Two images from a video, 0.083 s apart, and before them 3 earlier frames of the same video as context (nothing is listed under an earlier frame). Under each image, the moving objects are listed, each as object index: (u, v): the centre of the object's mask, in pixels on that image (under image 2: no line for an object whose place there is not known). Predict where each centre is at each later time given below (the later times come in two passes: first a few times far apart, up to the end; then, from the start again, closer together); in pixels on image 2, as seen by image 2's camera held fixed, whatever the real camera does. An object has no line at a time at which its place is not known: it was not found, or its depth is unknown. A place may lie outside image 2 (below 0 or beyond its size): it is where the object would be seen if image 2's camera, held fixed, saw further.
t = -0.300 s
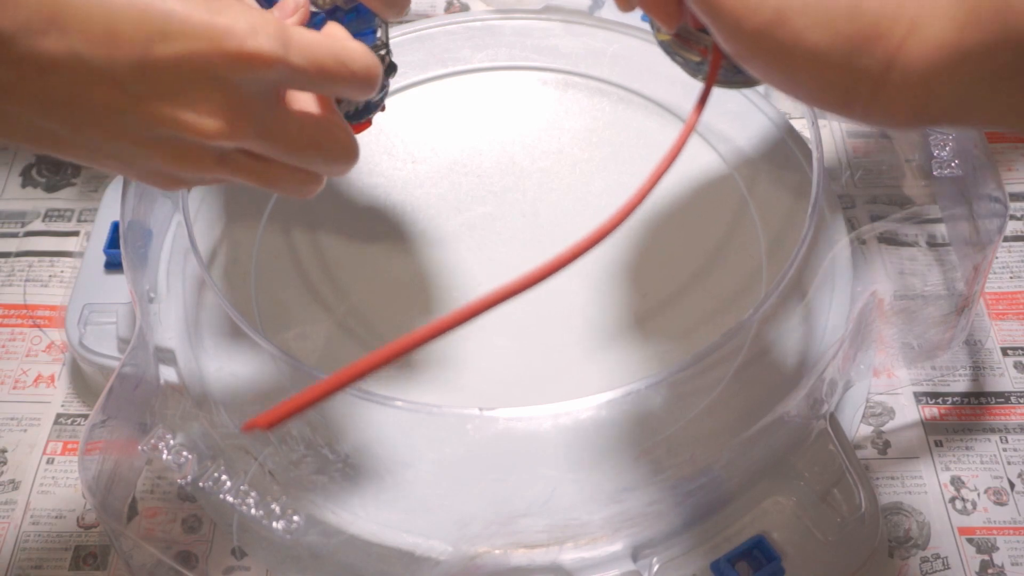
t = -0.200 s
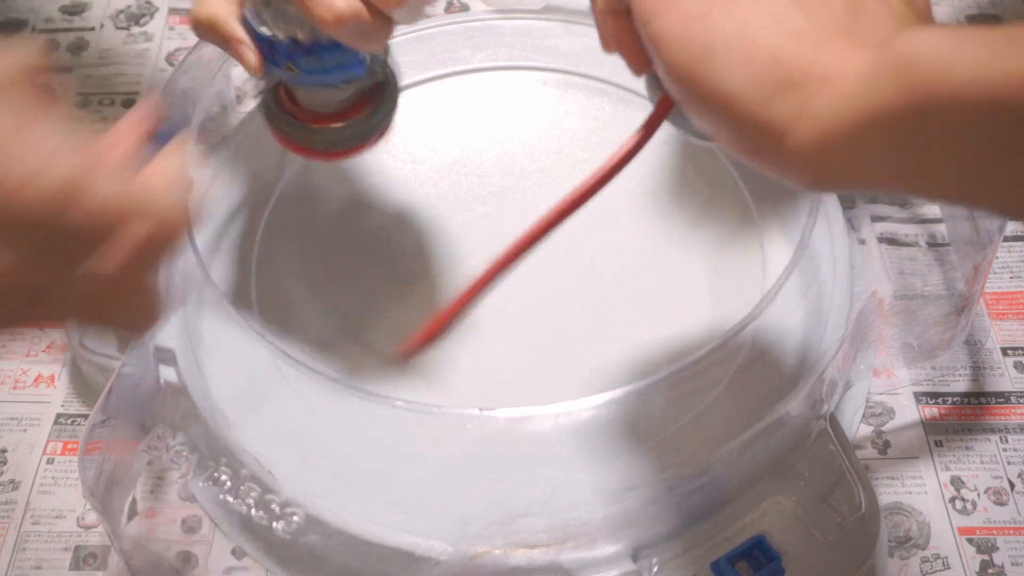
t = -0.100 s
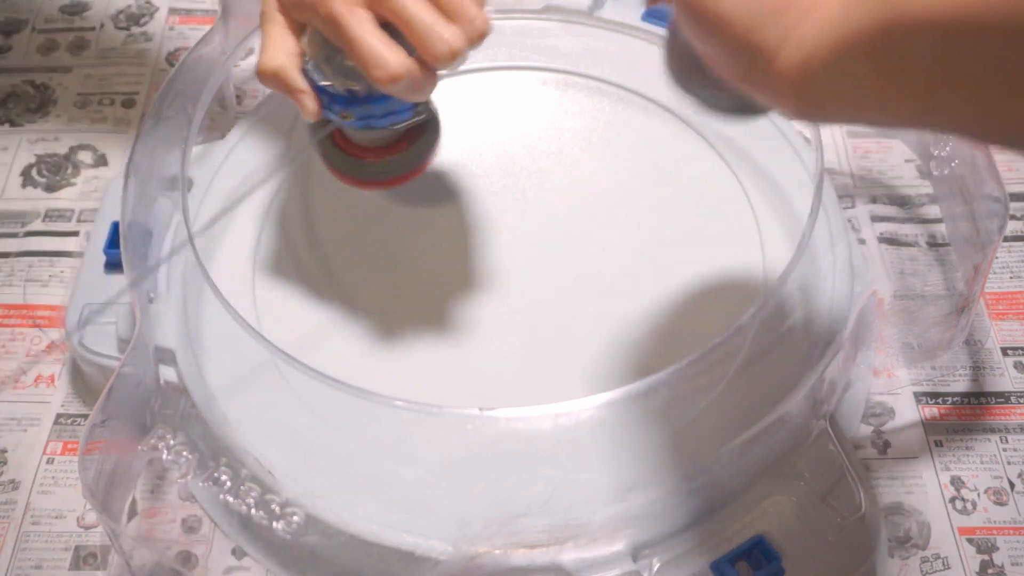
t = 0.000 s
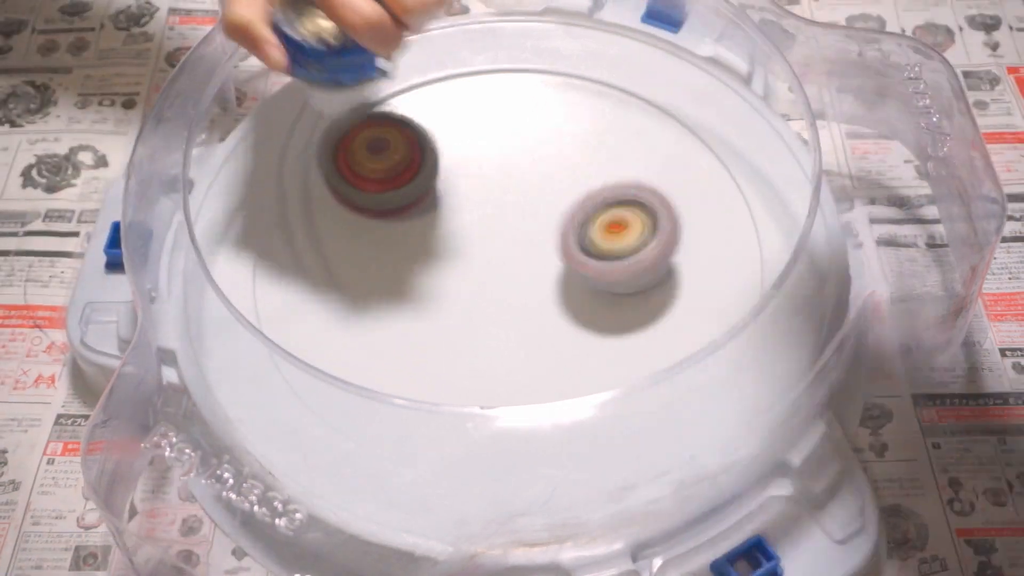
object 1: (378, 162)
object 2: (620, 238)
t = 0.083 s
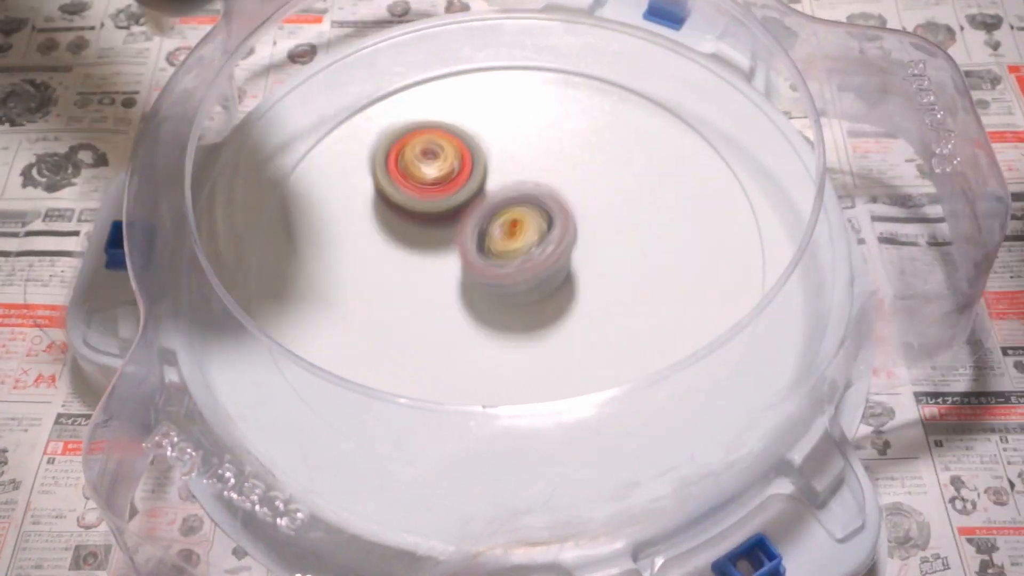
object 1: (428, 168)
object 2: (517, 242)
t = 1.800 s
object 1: (426, 502)
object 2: (482, 100)
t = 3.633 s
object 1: (313, 169)
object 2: (586, 174)
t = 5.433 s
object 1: (681, 165)
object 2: (632, 293)
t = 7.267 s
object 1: (330, 244)
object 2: (449, 303)
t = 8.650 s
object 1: (411, 197)
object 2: (639, 315)
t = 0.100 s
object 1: (424, 148)
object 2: (518, 270)
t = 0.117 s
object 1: (418, 125)
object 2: (517, 303)
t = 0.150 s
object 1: (409, 84)
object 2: (517, 355)
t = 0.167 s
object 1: (404, 65)
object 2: (516, 392)
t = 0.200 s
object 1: (400, 43)
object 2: (521, 443)
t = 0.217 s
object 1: (399, 38)
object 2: (523, 464)
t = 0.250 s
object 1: (397, 31)
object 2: (531, 452)
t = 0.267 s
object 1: (396, 28)
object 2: (535, 441)
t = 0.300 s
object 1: (396, 27)
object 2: (540, 425)
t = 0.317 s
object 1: (396, 29)
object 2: (542, 377)
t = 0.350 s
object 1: (390, 30)
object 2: (546, 361)
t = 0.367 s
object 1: (385, 30)
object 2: (550, 350)
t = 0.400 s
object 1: (373, 32)
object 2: (554, 313)
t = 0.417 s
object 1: (368, 34)
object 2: (556, 296)
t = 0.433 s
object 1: (362, 37)
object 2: (557, 277)
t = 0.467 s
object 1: (351, 43)
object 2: (556, 242)
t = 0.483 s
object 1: (346, 48)
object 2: (556, 225)
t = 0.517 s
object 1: (334, 61)
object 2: (554, 191)
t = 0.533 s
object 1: (329, 69)
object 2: (552, 177)
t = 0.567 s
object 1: (319, 85)
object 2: (546, 150)
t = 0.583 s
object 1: (314, 94)
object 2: (542, 137)
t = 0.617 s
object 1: (305, 113)
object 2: (533, 115)
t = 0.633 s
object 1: (302, 125)
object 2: (527, 106)
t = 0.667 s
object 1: (299, 150)
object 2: (513, 91)
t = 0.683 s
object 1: (301, 165)
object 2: (506, 85)
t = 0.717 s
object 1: (309, 197)
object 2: (490, 78)
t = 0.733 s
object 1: (316, 213)
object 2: (481, 77)
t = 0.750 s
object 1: (326, 230)
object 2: (471, 77)
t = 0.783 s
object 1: (354, 265)
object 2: (452, 81)
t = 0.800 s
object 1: (373, 281)
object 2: (442, 85)
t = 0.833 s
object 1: (413, 310)
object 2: (422, 98)
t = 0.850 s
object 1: (437, 322)
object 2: (411, 106)
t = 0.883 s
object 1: (487, 341)
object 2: (390, 126)
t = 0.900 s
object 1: (512, 345)
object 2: (380, 139)
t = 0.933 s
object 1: (563, 347)
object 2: (359, 166)
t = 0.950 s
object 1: (587, 344)
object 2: (350, 181)
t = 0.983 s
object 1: (632, 335)
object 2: (332, 213)
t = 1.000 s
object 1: (652, 327)
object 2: (324, 231)
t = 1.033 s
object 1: (689, 310)
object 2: (310, 267)
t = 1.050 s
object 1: (693, 294)
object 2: (305, 287)
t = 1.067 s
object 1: (702, 285)
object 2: (305, 302)
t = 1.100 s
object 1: (714, 259)
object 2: (297, 342)
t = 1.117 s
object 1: (714, 246)
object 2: (302, 359)
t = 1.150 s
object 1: (706, 217)
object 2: (319, 394)
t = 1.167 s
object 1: (697, 206)
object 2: (330, 410)
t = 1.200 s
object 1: (674, 180)
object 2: (358, 442)
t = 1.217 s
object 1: (658, 165)
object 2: (374, 451)
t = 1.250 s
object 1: (625, 140)
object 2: (407, 474)
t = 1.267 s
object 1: (605, 129)
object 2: (426, 481)
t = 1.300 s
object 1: (563, 107)
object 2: (462, 485)
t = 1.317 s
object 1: (541, 97)
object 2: (479, 478)
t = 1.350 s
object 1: (490, 85)
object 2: (508, 453)
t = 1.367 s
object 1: (463, 87)
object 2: (521, 439)
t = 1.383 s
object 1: (439, 91)
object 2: (536, 426)
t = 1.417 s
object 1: (388, 104)
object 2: (562, 401)
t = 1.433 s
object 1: (363, 113)
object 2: (565, 368)
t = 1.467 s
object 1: (313, 134)
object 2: (587, 350)
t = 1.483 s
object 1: (288, 146)
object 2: (595, 339)
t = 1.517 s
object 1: (244, 177)
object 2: (604, 311)
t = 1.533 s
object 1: (229, 194)
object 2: (605, 295)
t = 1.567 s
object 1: (225, 240)
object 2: (604, 261)
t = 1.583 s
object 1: (225, 260)
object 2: (602, 247)
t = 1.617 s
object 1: (227, 307)
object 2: (595, 217)
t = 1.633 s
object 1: (233, 330)
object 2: (589, 204)
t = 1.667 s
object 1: (253, 372)
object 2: (576, 178)
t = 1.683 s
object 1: (265, 393)
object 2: (568, 166)
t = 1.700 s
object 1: (280, 414)
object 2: (558, 155)
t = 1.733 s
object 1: (317, 449)
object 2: (536, 134)
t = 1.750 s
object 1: (337, 463)
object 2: (524, 124)
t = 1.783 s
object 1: (393, 492)
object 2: (497, 107)
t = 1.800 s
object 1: (426, 502)
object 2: (482, 100)
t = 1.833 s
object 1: (459, 468)
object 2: (451, 87)
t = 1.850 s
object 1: (473, 463)
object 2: (434, 82)
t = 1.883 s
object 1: (506, 408)
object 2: (404, 79)
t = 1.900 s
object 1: (522, 386)
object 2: (389, 79)
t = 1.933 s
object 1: (550, 346)
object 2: (362, 86)
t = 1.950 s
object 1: (563, 325)
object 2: (351, 97)
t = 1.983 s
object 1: (587, 283)
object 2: (333, 122)
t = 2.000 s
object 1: (596, 264)
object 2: (325, 134)
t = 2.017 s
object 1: (604, 244)
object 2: (316, 149)
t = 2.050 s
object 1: (613, 207)
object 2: (303, 179)
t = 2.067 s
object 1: (615, 191)
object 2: (297, 195)
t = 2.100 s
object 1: (614, 159)
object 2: (291, 222)
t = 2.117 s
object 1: (611, 143)
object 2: (291, 237)
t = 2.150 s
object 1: (600, 117)
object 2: (293, 265)
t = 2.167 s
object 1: (594, 106)
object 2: (297, 277)
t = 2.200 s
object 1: (576, 89)
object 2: (312, 299)
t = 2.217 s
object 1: (566, 82)
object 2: (321, 309)
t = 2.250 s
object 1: (541, 72)
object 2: (344, 326)
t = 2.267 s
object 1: (528, 70)
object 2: (357, 333)
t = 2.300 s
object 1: (499, 70)
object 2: (384, 344)
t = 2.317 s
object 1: (484, 70)
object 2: (400, 346)
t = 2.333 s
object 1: (468, 72)
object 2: (416, 350)
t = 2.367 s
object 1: (436, 80)
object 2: (447, 351)
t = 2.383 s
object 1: (420, 86)
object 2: (463, 348)
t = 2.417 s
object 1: (389, 98)
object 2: (492, 342)
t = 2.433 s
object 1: (374, 106)
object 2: (506, 334)
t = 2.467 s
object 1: (346, 124)
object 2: (529, 316)
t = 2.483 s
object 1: (334, 135)
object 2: (539, 307)
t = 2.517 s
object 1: (311, 159)
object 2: (555, 287)
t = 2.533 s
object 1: (303, 173)
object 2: (561, 277)
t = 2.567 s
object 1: (290, 202)
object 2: (569, 255)
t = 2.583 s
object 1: (286, 220)
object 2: (571, 244)
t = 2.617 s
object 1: (281, 250)
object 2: (573, 222)
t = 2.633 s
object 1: (282, 266)
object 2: (572, 212)
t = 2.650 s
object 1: (288, 281)
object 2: (570, 201)
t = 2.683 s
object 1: (299, 313)
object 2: (563, 182)
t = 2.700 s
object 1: (309, 329)
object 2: (559, 172)
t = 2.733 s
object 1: (337, 357)
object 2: (548, 157)
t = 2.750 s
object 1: (353, 369)
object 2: (541, 151)
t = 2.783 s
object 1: (393, 389)
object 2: (527, 140)
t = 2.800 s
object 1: (415, 397)
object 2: (521, 137)
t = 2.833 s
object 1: (459, 406)
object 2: (507, 132)
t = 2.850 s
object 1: (483, 407)
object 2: (500, 132)
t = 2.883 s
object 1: (530, 404)
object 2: (486, 133)
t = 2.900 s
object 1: (552, 398)
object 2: (480, 134)
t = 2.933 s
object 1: (596, 384)
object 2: (467, 140)
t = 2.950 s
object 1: (616, 373)
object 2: (460, 143)
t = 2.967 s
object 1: (632, 360)
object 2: (454, 146)
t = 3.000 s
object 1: (655, 327)
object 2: (441, 154)
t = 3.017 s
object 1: (669, 316)
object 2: (435, 159)
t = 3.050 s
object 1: (692, 291)
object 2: (421, 169)
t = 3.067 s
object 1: (701, 276)
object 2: (415, 174)
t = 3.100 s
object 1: (707, 246)
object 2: (406, 186)
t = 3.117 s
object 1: (707, 232)
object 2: (403, 193)
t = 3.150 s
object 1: (703, 203)
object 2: (399, 206)
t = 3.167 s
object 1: (700, 187)
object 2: (398, 213)
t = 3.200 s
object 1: (685, 160)
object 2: (403, 224)
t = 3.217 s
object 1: (677, 147)
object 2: (407, 230)
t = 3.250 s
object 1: (655, 125)
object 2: (418, 239)
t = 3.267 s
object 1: (642, 115)
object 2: (426, 243)
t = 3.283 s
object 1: (629, 106)
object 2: (434, 246)
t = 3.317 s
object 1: (600, 90)
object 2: (455, 252)
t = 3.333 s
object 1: (584, 83)
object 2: (465, 253)
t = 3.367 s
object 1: (551, 75)
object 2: (485, 253)
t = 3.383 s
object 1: (533, 72)
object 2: (496, 251)
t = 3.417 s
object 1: (499, 72)
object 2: (516, 246)
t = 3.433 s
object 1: (481, 72)
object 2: (525, 243)
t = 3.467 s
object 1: (447, 78)
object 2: (543, 235)
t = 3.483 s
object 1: (430, 84)
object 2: (550, 230)
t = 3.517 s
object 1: (398, 95)
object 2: (564, 219)
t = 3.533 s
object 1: (383, 103)
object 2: (570, 212)
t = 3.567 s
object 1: (355, 121)
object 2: (579, 200)
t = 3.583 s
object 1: (342, 133)
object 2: (582, 194)
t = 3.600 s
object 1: (331, 144)
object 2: (584, 187)
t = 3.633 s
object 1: (313, 169)
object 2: (586, 174)
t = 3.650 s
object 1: (306, 184)
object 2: (585, 168)
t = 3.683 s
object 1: (298, 214)
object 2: (582, 157)
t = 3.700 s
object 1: (297, 229)
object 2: (579, 151)
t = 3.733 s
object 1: (300, 261)
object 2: (571, 143)
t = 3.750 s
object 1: (304, 277)
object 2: (566, 139)
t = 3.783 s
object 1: (321, 306)
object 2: (553, 132)
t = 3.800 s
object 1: (334, 318)
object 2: (546, 129)
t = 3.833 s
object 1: (359, 346)
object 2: (531, 126)
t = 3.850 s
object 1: (374, 357)
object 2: (523, 125)
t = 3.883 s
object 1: (412, 376)
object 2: (505, 127)
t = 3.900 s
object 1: (433, 383)
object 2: (496, 129)
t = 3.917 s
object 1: (453, 387)
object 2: (486, 132)
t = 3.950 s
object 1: (497, 392)
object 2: (470, 141)
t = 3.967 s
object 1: (518, 389)
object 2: (463, 146)
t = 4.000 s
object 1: (561, 385)
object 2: (452, 160)
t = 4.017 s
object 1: (583, 374)
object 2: (449, 166)
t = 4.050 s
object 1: (612, 349)
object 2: (443, 181)
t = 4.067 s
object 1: (629, 341)
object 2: (443, 189)
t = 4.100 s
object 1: (659, 322)
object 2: (445, 205)
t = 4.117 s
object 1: (672, 311)
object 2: (448, 213)
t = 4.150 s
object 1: (694, 286)
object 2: (457, 228)
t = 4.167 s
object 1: (701, 273)
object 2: (462, 235)
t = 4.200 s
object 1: (709, 245)
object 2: (475, 249)
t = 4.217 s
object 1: (709, 231)
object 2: (483, 255)
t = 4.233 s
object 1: (709, 217)
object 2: (491, 260)
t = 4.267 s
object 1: (702, 189)
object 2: (510, 267)
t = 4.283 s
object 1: (697, 176)
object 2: (521, 271)
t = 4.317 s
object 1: (682, 152)
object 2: (541, 275)
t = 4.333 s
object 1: (673, 140)
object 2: (550, 276)
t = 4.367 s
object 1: (651, 120)
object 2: (571, 274)
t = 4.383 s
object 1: (639, 112)
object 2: (581, 272)
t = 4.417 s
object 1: (612, 96)
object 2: (599, 266)
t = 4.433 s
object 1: (598, 92)
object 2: (607, 262)
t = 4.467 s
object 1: (567, 84)
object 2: (620, 251)
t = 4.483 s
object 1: (551, 81)
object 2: (625, 245)
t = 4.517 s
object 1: (518, 81)
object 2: (632, 233)
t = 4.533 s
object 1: (502, 82)
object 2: (634, 226)
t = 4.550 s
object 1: (485, 86)
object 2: (634, 219)
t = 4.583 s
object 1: (451, 93)
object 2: (634, 205)
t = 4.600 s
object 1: (435, 98)
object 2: (631, 199)
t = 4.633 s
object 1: (405, 113)
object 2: (625, 185)
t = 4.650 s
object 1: (391, 121)
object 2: (620, 179)
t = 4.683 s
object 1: (367, 141)
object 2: (608, 168)
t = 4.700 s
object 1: (356, 153)
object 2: (602, 164)
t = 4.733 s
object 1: (340, 179)
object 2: (586, 157)
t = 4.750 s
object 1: (332, 190)
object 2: (577, 155)
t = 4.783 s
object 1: (325, 218)
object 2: (559, 154)
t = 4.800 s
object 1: (323, 232)
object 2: (549, 155)
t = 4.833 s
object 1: (324, 261)
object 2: (530, 161)
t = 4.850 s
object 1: (327, 275)
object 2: (521, 165)
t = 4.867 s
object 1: (334, 290)
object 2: (513, 169)
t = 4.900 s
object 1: (351, 316)
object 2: (499, 180)
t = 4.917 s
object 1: (363, 327)
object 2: (492, 187)
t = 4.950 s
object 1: (392, 346)
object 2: (482, 202)
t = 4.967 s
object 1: (405, 358)
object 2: (478, 209)
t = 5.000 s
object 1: (439, 376)
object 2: (473, 226)
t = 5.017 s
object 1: (459, 382)
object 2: (471, 234)
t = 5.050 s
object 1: (499, 385)
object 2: (471, 252)
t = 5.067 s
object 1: (520, 388)
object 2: (471, 260)
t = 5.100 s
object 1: (561, 382)
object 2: (477, 275)
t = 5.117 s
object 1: (580, 377)
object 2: (480, 283)
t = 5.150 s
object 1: (615, 363)
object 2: (492, 296)
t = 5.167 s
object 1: (630, 355)
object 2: (498, 303)
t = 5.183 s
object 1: (639, 338)
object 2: (505, 308)
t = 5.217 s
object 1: (666, 320)
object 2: (522, 316)
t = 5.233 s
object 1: (677, 310)
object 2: (531, 318)
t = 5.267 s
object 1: (696, 289)
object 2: (549, 323)
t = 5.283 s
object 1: (703, 277)
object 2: (558, 323)
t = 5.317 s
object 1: (710, 253)
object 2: (577, 321)
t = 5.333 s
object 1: (709, 240)
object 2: (586, 319)
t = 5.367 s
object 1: (705, 213)
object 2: (603, 314)
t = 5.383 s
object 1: (702, 200)
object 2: (612, 309)
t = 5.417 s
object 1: (689, 176)
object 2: (626, 299)
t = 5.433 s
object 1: (681, 165)
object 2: (632, 293)
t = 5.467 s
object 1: (662, 143)
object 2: (642, 279)
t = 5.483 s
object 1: (651, 134)
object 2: (645, 271)
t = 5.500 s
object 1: (639, 125)
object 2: (646, 264)
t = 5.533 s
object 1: (611, 111)
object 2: (646, 248)
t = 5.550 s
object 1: (597, 106)
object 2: (643, 240)
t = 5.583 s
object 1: (566, 98)
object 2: (635, 226)
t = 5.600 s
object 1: (550, 96)
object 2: (629, 220)
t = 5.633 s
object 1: (519, 97)
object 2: (614, 209)
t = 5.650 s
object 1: (503, 97)
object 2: (605, 205)
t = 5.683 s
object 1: (472, 103)
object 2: (585, 198)
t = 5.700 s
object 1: (457, 108)
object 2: (575, 196)
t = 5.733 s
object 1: (429, 123)
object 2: (554, 195)
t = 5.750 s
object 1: (415, 129)
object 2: (543, 195)
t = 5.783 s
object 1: (392, 148)
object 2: (522, 198)
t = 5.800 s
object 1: (382, 158)
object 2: (511, 200)
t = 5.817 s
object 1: (372, 168)
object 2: (501, 202)
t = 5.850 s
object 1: (353, 188)
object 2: (481, 209)
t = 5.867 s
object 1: (346, 199)
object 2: (473, 215)
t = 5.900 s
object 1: (327, 218)
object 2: (469, 230)
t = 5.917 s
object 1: (319, 231)
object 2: (468, 238)
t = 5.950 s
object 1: (308, 251)
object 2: (468, 251)
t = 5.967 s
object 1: (305, 262)
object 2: (469, 258)
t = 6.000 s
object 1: (306, 287)
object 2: (471, 270)
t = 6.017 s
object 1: (311, 299)
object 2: (473, 276)
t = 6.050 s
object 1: (321, 322)
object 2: (477, 286)
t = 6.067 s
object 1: (328, 335)
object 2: (480, 290)
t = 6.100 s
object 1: (347, 356)
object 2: (488, 298)
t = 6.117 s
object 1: (360, 366)
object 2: (492, 301)
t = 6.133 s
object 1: (373, 375)
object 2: (497, 304)
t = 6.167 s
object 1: (403, 389)
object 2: (507, 308)
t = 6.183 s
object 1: (418, 396)
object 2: (514, 308)
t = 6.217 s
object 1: (448, 405)
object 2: (529, 305)
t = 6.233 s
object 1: (464, 407)
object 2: (536, 303)
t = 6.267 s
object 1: (498, 408)
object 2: (549, 298)
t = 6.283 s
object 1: (516, 406)
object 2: (555, 294)
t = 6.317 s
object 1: (551, 400)
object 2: (566, 284)
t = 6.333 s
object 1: (566, 396)
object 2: (570, 278)
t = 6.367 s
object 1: (597, 382)
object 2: (576, 266)
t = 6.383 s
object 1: (609, 374)
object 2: (578, 260)
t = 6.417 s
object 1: (626, 346)
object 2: (577, 249)
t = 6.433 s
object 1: (637, 338)
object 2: (576, 244)
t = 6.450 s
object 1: (648, 329)
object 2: (573, 239)
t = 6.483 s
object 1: (663, 309)
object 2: (567, 230)
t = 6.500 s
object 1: (668, 298)
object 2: (563, 227)
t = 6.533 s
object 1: (671, 272)
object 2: (554, 220)
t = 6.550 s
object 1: (670, 260)
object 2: (548, 216)
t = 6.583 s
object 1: (666, 238)
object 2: (535, 208)
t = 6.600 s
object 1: (661, 227)
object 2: (528, 205)
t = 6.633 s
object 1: (649, 206)
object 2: (516, 202)
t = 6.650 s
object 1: (641, 196)
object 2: (510, 201)
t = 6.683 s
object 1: (623, 179)
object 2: (499, 201)
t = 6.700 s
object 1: (615, 171)
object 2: (491, 202)
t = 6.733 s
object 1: (598, 160)
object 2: (475, 203)
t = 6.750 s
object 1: (588, 154)
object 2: (469, 204)
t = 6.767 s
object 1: (577, 150)
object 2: (464, 205)
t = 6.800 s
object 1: (554, 145)
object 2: (456, 209)
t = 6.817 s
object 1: (543, 143)
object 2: (453, 211)
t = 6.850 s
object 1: (519, 139)
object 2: (447, 217)
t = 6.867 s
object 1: (506, 139)
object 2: (443, 219)
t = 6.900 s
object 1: (484, 136)
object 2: (430, 228)
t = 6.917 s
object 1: (474, 136)
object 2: (426, 231)
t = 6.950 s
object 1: (451, 138)
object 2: (420, 237)
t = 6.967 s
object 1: (438, 140)
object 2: (418, 239)
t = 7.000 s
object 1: (414, 145)
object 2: (417, 243)
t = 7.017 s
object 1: (403, 149)
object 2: (416, 246)
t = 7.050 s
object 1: (383, 158)
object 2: (416, 252)
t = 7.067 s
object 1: (373, 163)
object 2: (416, 256)
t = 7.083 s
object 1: (365, 167)
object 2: (416, 261)
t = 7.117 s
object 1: (353, 177)
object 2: (418, 270)
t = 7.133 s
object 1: (346, 184)
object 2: (419, 273)
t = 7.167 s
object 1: (335, 201)
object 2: (422, 280)
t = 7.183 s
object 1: (333, 206)
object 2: (426, 285)
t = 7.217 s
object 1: (327, 220)
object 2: (435, 296)
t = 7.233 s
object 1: (327, 227)
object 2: (440, 300)
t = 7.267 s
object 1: (330, 244)
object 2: (449, 303)
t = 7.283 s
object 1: (334, 254)
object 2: (455, 304)
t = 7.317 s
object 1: (334, 256)
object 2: (489, 319)
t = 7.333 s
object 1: (333, 255)
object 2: (511, 332)
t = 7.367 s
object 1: (338, 254)
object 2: (550, 347)
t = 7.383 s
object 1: (342, 254)
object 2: (568, 350)
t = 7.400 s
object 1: (349, 256)
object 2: (584, 351)
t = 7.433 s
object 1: (365, 258)
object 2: (610, 348)
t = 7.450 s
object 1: (375, 258)
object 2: (621, 347)
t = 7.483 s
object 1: (396, 257)
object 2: (638, 341)
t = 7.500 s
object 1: (407, 255)
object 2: (645, 337)
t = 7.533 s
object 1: (429, 249)
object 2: (654, 330)
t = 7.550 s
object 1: (439, 246)
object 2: (658, 326)
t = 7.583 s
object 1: (458, 236)
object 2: (666, 315)
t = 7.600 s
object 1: (467, 230)
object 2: (666, 311)
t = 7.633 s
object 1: (483, 218)
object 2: (665, 302)
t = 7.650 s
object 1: (490, 211)
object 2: (663, 297)
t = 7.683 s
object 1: (501, 199)
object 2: (653, 285)
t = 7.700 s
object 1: (505, 192)
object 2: (647, 279)
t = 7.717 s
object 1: (510, 186)
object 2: (641, 274)
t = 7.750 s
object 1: (515, 174)
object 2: (629, 265)
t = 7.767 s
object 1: (516, 169)
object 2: (622, 260)
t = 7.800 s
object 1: (517, 158)
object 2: (609, 252)
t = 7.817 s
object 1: (517, 153)
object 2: (603, 249)
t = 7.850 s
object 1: (514, 142)
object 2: (591, 242)
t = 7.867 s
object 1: (511, 137)
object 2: (585, 239)
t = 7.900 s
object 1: (506, 128)
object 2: (576, 234)
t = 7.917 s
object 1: (502, 124)
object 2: (571, 232)
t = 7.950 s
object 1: (494, 117)
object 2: (561, 229)
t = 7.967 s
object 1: (489, 114)
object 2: (557, 227)
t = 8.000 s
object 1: (479, 109)
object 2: (551, 227)
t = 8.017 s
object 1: (473, 108)
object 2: (547, 227)
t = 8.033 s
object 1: (468, 106)
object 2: (544, 228)
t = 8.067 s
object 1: (455, 105)
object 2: (540, 230)
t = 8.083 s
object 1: (448, 106)
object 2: (536, 233)
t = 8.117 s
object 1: (433, 109)
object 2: (527, 237)
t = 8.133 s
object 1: (426, 112)
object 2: (523, 239)
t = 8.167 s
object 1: (412, 122)
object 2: (513, 244)
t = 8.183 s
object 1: (406, 130)
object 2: (509, 246)
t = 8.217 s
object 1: (399, 149)
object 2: (505, 250)
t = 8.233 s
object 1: (398, 158)
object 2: (503, 252)
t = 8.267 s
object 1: (400, 177)
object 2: (501, 255)
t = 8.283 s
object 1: (403, 188)
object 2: (500, 256)
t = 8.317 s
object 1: (403, 187)
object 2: (522, 284)
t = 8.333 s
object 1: (395, 176)
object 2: (544, 306)
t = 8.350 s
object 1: (388, 167)
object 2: (566, 331)
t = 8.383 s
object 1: (381, 152)
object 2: (609, 367)
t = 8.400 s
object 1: (378, 148)
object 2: (630, 385)
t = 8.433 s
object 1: (374, 142)
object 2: (664, 405)
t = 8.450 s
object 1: (373, 142)
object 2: (678, 414)
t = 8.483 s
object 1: (371, 144)
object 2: (685, 411)
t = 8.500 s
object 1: (371, 147)
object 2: (685, 402)
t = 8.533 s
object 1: (372, 157)
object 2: (681, 383)
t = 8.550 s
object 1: (373, 162)
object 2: (679, 377)
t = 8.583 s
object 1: (381, 174)
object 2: (668, 356)
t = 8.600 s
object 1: (387, 180)
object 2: (661, 347)
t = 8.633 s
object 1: (401, 191)
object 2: (645, 322)
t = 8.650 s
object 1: (411, 197)
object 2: (639, 315)
